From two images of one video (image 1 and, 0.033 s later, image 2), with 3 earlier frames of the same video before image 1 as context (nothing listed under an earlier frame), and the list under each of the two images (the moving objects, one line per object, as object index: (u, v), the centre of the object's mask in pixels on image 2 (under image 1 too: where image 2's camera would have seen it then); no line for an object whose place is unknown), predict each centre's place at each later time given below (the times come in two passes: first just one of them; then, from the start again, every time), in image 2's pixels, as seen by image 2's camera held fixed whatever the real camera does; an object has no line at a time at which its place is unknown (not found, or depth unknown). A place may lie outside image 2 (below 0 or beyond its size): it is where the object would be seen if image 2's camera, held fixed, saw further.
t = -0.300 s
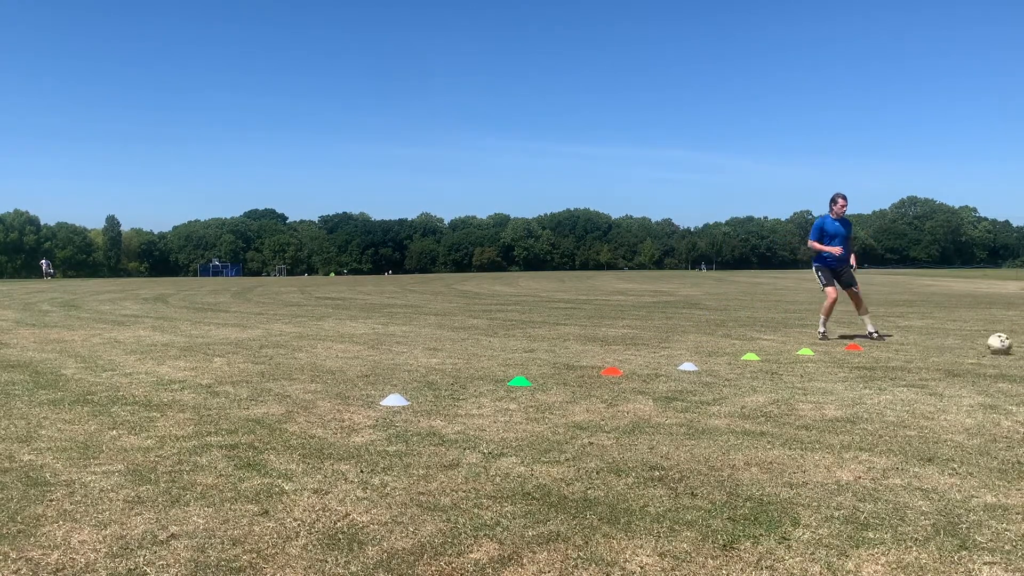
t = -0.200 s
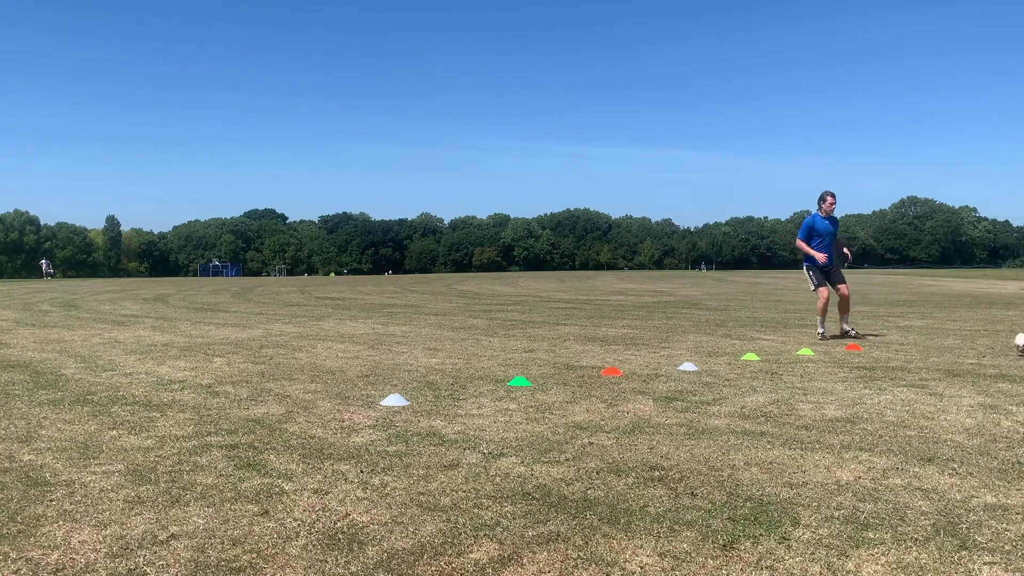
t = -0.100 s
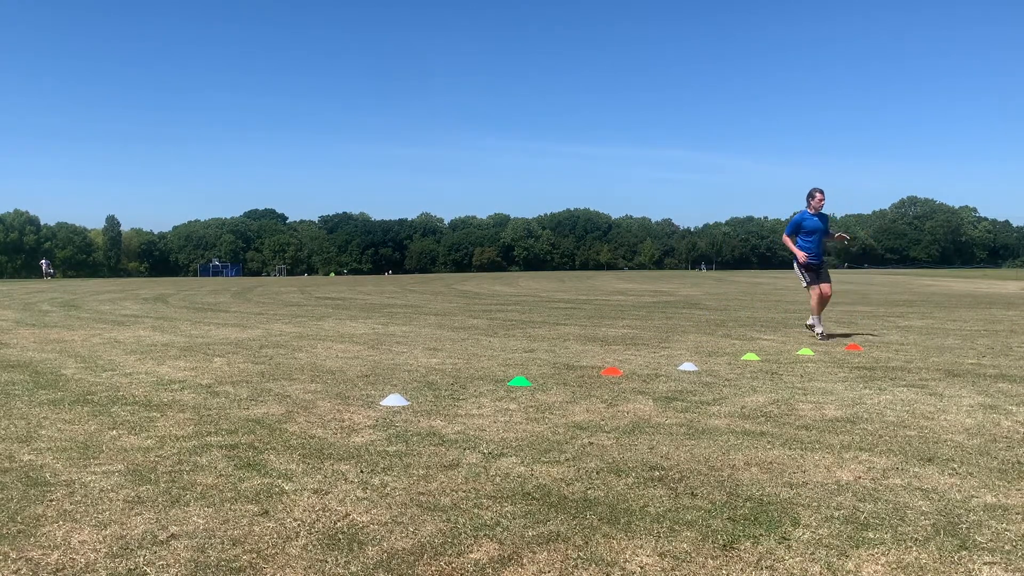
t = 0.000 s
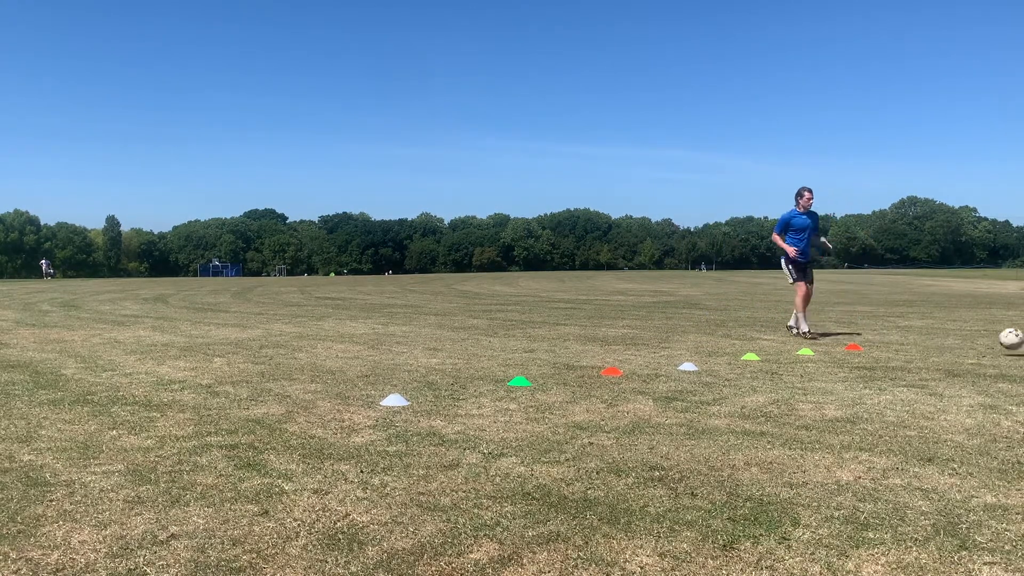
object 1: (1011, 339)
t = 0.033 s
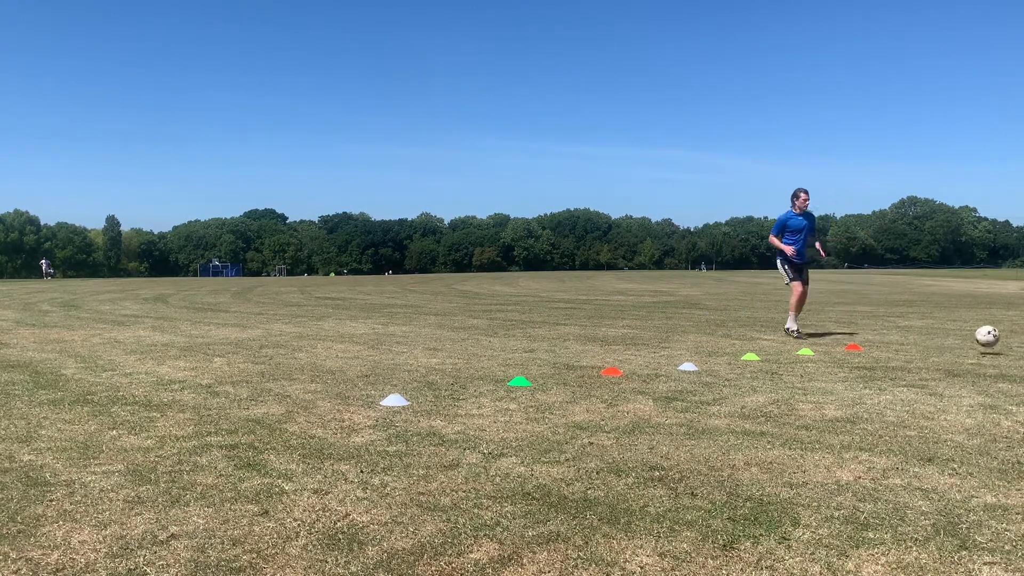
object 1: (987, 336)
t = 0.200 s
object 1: (880, 337)
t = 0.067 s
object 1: (964, 335)
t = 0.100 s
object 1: (941, 334)
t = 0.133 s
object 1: (920, 335)
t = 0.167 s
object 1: (899, 337)
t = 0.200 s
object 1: (880, 337)
